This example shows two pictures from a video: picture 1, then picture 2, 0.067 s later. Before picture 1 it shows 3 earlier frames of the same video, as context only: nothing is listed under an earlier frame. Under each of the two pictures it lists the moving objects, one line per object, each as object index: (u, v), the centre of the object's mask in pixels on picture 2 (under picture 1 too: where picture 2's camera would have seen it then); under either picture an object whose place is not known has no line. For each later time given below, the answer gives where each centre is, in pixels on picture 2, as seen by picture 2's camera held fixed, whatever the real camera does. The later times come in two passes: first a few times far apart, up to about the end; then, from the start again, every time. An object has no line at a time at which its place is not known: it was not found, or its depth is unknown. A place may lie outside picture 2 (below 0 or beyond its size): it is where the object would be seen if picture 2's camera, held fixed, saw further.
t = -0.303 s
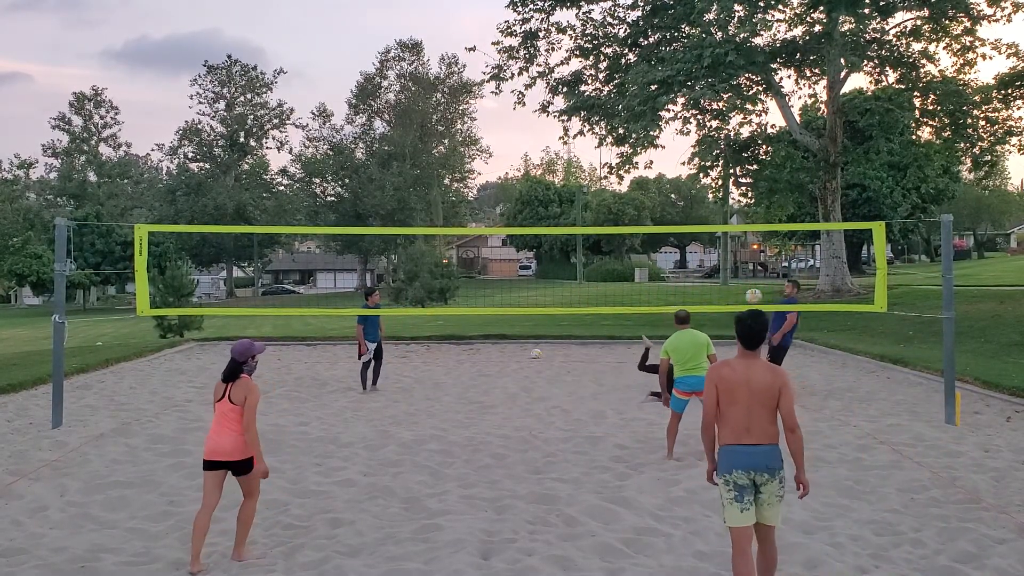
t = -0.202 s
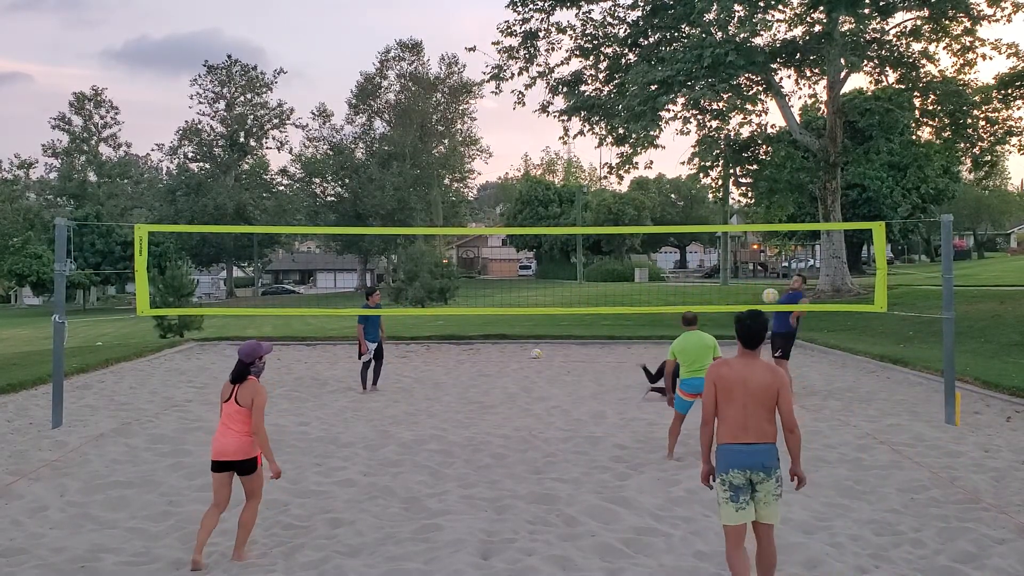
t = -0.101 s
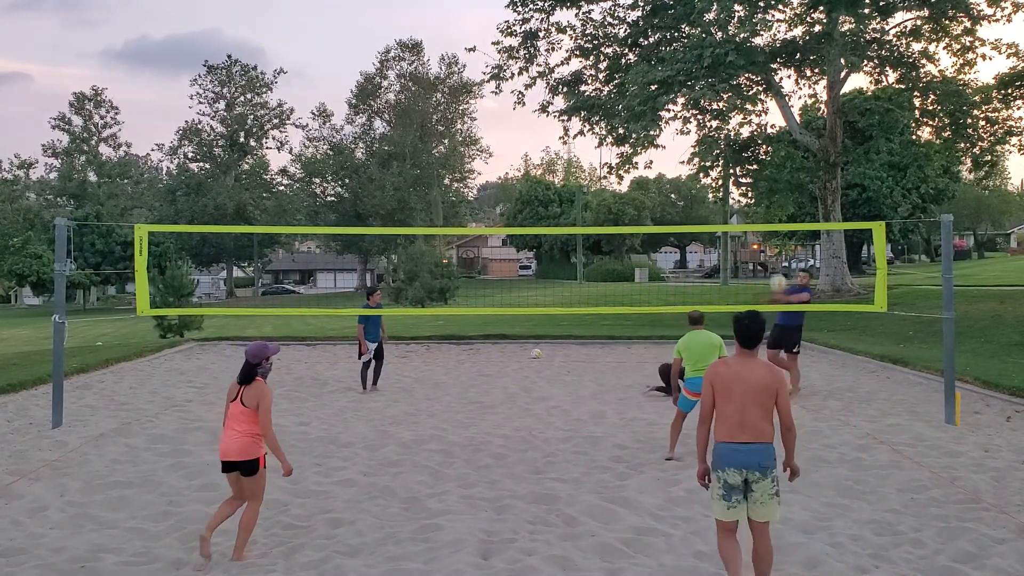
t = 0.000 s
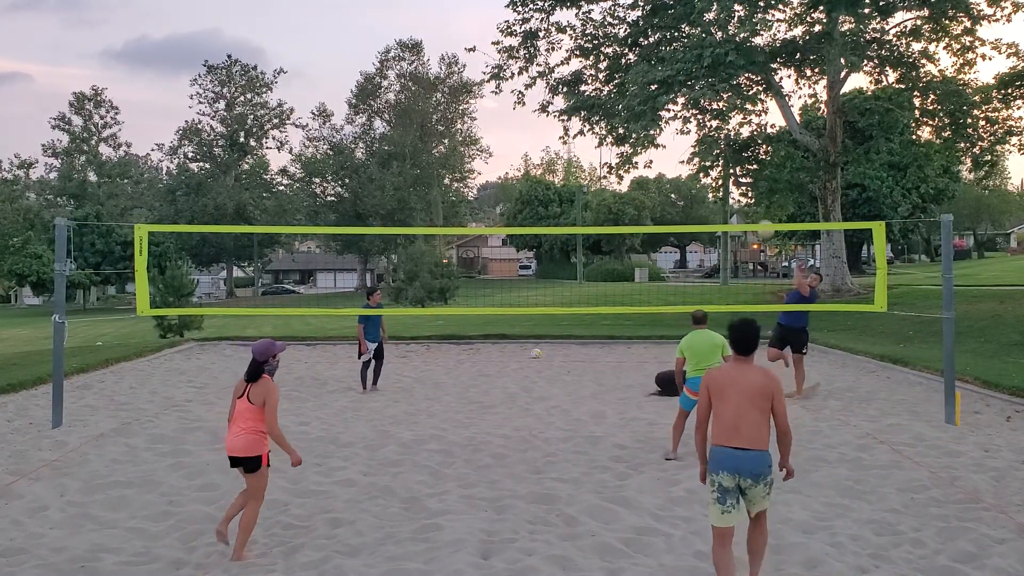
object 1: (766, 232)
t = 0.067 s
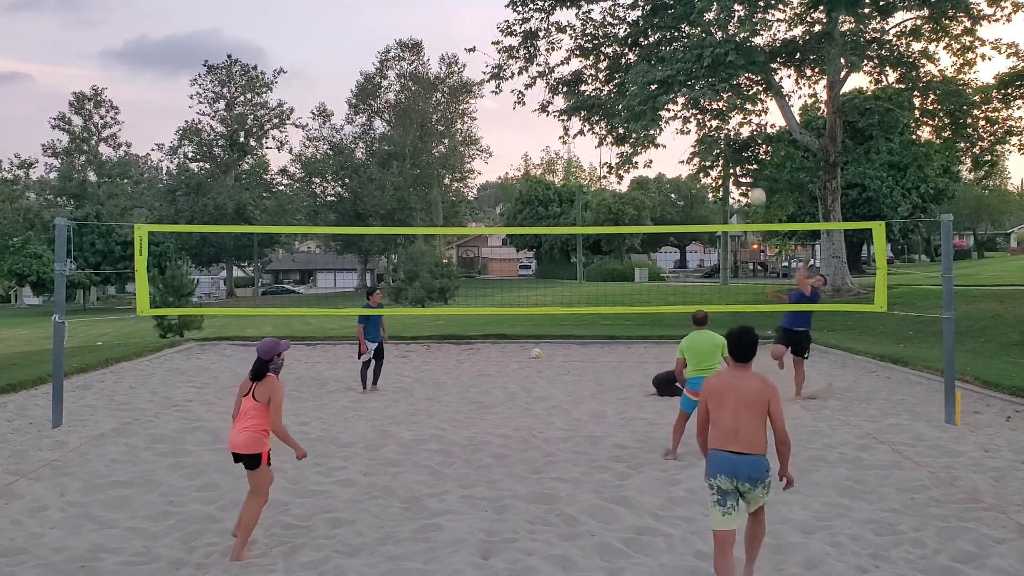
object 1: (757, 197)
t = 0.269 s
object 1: (730, 118)
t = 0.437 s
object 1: (710, 75)
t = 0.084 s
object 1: (755, 189)
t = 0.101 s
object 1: (753, 181)
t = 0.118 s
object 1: (751, 175)
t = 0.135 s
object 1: (748, 168)
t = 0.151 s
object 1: (746, 161)
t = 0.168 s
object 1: (744, 154)
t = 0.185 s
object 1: (742, 148)
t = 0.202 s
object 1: (740, 142)
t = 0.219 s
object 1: (737, 136)
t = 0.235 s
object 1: (736, 130)
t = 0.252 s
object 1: (733, 124)
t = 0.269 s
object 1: (730, 118)
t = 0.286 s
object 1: (729, 113)
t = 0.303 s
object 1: (727, 108)
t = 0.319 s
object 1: (725, 103)
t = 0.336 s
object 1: (723, 98)
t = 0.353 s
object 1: (721, 94)
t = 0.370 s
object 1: (719, 90)
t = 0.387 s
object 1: (717, 86)
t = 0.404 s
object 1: (715, 82)
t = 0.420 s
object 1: (713, 78)
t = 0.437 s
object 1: (710, 75)
